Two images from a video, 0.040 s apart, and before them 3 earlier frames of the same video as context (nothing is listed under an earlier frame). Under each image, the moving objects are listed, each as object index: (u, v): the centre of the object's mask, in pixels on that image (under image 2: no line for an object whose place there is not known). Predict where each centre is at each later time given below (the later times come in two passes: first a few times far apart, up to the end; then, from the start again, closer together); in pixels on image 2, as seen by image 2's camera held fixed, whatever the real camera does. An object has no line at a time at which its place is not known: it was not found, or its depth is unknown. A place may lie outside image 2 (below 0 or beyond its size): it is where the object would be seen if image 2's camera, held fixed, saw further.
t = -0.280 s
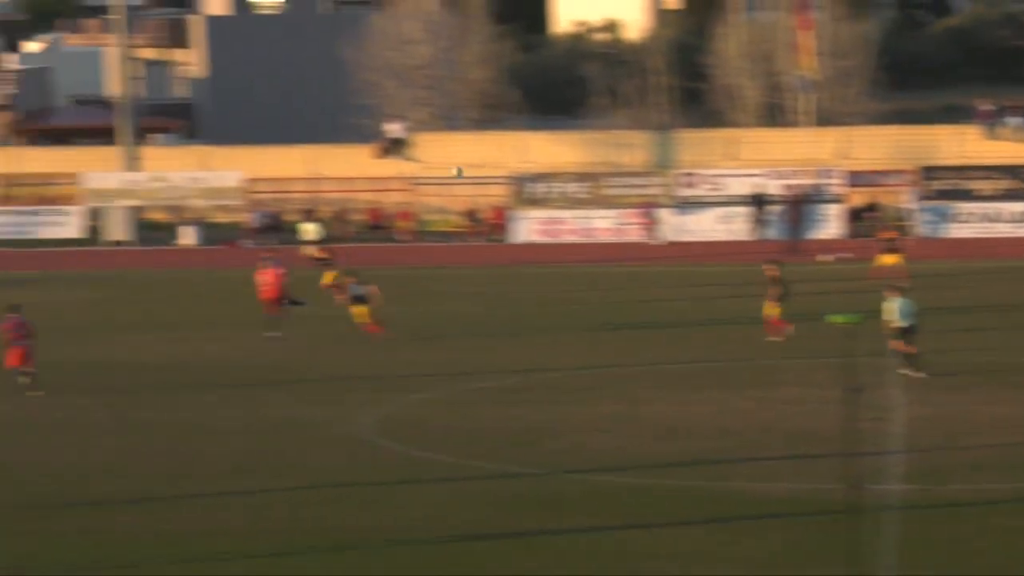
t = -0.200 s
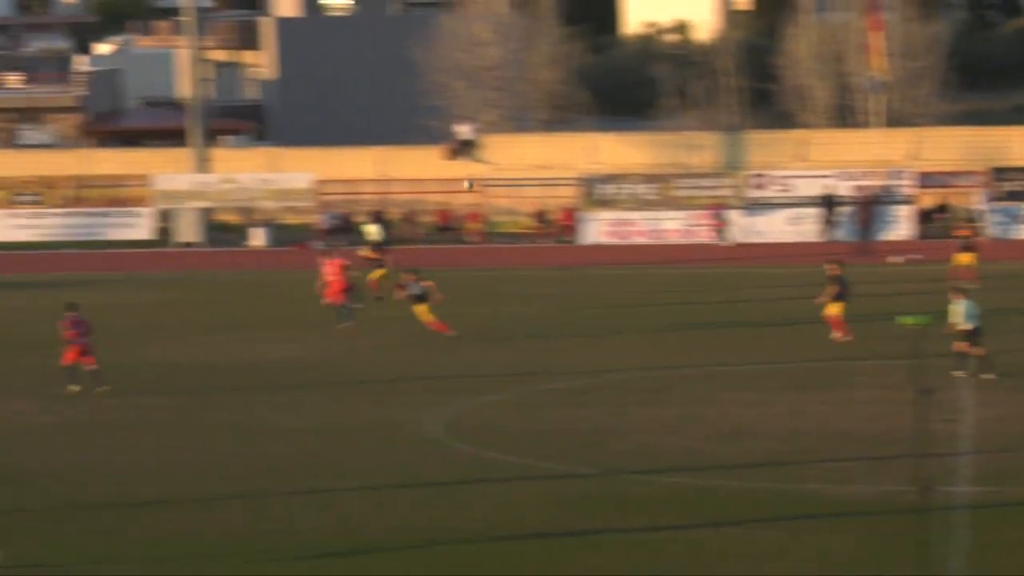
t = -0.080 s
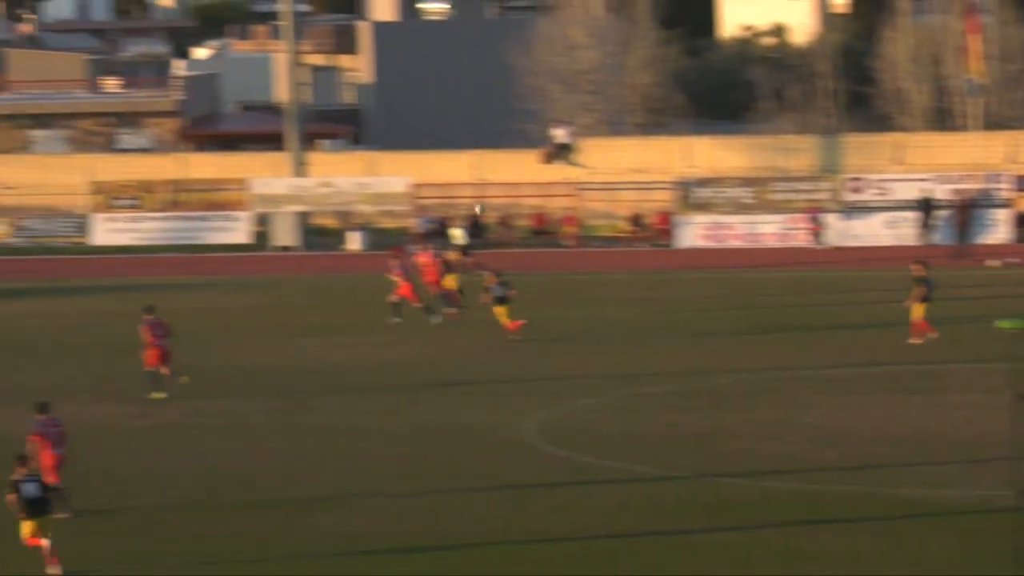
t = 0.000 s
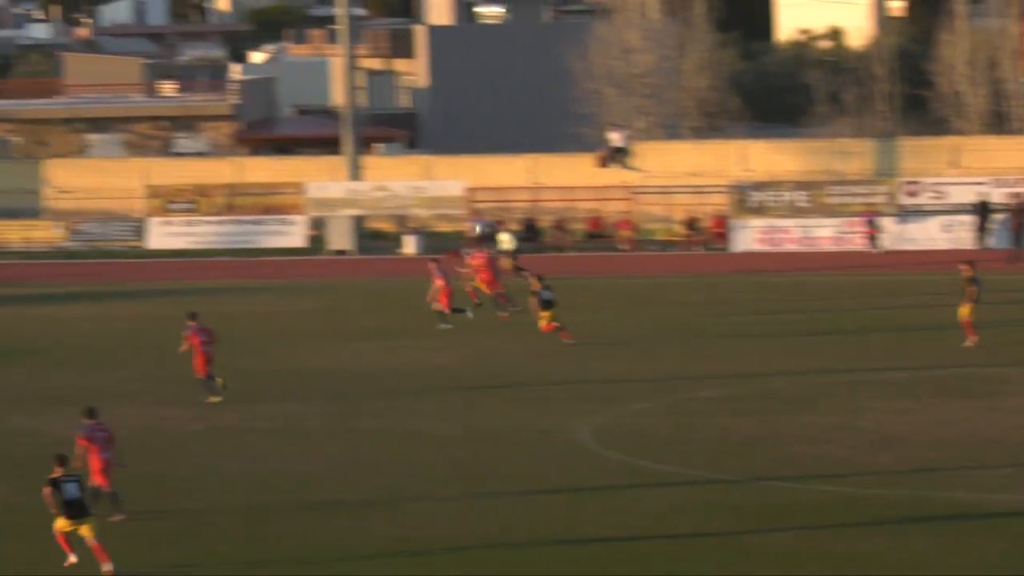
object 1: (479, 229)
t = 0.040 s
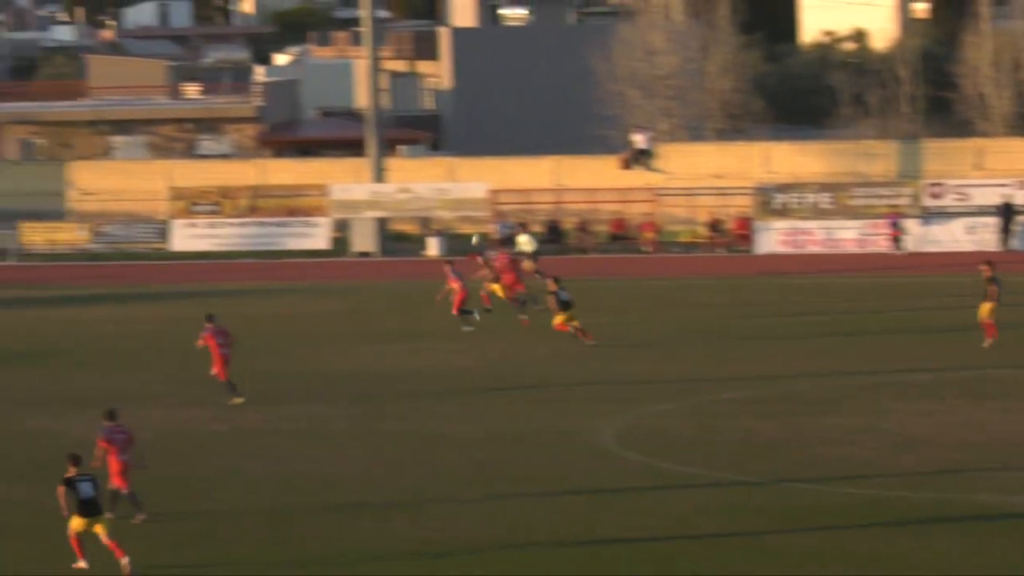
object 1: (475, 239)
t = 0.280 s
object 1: (318, 300)
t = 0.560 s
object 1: (174, 320)
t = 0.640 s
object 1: (144, 308)
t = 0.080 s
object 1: (448, 248)
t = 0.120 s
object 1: (423, 257)
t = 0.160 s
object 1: (396, 268)
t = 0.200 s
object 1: (370, 278)
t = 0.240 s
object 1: (344, 289)
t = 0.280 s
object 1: (318, 300)
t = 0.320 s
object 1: (292, 311)
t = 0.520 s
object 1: (189, 327)
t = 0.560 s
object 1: (174, 320)
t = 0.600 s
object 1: (159, 314)
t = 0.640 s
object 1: (144, 308)
